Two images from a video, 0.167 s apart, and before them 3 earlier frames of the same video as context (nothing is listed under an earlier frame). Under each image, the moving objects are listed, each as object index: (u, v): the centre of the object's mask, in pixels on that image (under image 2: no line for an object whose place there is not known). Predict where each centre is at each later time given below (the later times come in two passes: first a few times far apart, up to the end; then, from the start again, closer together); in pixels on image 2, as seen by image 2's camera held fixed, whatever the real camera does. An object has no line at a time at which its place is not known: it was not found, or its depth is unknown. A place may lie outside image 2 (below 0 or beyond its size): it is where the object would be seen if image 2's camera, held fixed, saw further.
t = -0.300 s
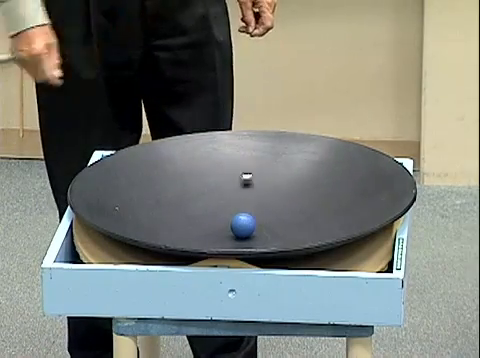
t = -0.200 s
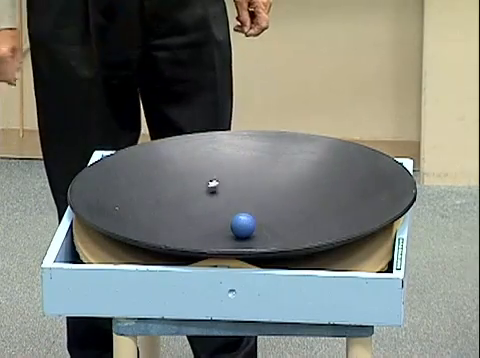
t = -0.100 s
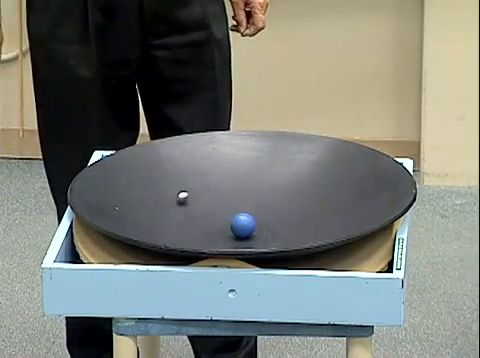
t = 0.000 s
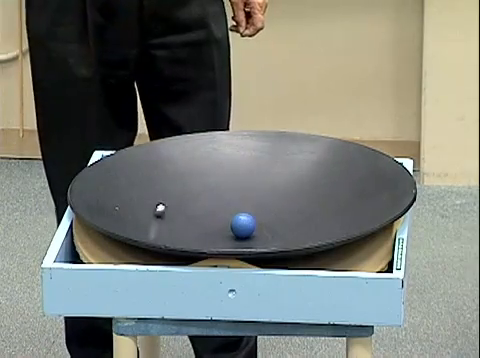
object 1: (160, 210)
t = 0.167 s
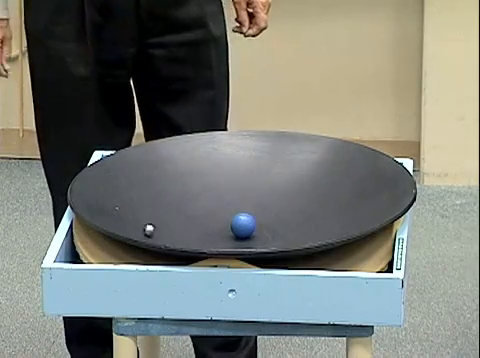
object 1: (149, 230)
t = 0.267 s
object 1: (160, 237)
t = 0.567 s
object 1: (248, 248)
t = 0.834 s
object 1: (319, 231)
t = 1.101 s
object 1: (310, 192)
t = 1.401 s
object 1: (228, 178)
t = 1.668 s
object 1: (163, 208)
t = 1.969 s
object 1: (177, 242)
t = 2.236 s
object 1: (257, 247)
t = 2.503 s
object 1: (320, 233)
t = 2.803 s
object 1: (297, 195)
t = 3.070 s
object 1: (220, 179)
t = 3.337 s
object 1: (161, 204)
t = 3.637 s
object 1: (182, 241)
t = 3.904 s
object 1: (265, 246)
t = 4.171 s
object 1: (325, 232)
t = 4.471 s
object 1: (295, 200)
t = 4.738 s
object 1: (214, 184)
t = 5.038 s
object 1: (153, 206)
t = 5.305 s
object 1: (182, 239)
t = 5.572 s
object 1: (269, 246)
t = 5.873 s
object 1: (331, 227)
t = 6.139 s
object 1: (298, 205)
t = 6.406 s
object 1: (213, 191)
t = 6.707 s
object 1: (149, 207)
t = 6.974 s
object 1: (177, 239)
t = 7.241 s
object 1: (268, 245)
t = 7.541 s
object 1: (334, 225)
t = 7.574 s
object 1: (335, 222)
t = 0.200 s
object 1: (150, 233)
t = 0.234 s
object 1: (154, 235)
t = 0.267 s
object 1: (160, 237)
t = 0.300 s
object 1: (166, 239)
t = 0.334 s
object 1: (174, 241)
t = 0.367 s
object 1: (182, 243)
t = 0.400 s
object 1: (191, 245)
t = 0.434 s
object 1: (202, 245)
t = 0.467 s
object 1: (213, 246)
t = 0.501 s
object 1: (225, 248)
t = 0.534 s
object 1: (237, 248)
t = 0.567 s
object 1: (248, 248)
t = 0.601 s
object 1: (259, 247)
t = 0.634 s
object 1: (270, 246)
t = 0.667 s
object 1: (281, 245)
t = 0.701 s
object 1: (291, 242)
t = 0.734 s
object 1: (300, 240)
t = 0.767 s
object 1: (307, 237)
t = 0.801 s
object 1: (314, 233)
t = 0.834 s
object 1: (319, 231)
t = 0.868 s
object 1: (323, 227)
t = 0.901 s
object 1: (325, 222)
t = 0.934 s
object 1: (326, 217)
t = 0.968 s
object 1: (326, 212)
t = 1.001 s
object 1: (324, 207)
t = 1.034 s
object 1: (321, 202)
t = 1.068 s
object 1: (316, 197)
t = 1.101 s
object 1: (310, 192)
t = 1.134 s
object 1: (303, 189)
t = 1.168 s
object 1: (296, 185)
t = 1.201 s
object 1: (288, 182)
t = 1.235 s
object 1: (278, 180)
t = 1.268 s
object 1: (269, 178)
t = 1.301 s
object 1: (259, 177)
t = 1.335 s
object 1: (249, 177)
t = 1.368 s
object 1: (238, 177)
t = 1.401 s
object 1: (228, 178)
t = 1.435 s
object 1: (218, 180)
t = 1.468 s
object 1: (208, 183)
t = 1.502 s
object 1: (199, 186)
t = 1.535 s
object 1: (190, 189)
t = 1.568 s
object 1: (181, 194)
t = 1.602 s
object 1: (175, 198)
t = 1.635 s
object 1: (168, 203)
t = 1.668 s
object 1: (163, 208)
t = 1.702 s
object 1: (159, 213)
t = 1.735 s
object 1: (157, 217)
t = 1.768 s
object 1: (155, 222)
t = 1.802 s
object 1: (155, 226)
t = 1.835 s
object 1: (157, 230)
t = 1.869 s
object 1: (160, 234)
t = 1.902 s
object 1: (164, 237)
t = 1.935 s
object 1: (170, 239)
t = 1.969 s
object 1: (177, 242)
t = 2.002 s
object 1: (185, 243)
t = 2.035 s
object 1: (194, 245)
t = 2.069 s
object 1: (203, 246)
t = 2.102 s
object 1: (213, 247)
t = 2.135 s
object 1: (225, 248)
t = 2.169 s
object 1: (235, 248)
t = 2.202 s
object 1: (246, 248)
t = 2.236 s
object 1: (257, 247)
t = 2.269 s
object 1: (268, 246)
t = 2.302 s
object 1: (278, 245)
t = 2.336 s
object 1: (287, 244)
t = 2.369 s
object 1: (296, 242)
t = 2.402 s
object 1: (303, 240)
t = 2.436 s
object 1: (309, 237)
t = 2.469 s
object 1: (316, 236)
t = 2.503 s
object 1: (320, 233)
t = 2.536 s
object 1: (322, 229)
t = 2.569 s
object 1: (324, 225)
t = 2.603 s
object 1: (324, 221)
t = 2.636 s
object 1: (322, 217)
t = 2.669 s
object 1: (320, 213)
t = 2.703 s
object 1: (316, 208)
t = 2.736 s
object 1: (310, 203)
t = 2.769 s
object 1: (304, 199)
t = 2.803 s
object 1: (297, 195)
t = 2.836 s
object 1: (288, 191)
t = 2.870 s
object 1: (277, 188)
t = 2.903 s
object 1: (270, 184)
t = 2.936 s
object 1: (260, 183)
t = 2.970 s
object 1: (250, 181)
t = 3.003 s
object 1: (240, 180)
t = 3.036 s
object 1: (229, 179)
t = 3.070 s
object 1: (220, 179)
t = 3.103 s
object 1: (209, 181)
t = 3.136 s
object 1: (201, 182)
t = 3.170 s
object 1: (192, 184)
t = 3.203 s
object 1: (184, 187)
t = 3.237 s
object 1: (176, 190)
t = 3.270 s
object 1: (170, 196)
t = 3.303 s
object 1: (165, 200)
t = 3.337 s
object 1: (161, 204)
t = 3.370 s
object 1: (158, 209)
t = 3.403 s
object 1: (156, 214)
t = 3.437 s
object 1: (156, 219)
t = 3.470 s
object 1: (157, 224)
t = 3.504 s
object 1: (159, 229)
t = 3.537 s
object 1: (163, 232)
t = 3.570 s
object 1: (168, 236)
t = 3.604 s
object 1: (175, 238)
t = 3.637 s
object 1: (182, 241)
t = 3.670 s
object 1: (191, 243)
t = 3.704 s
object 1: (201, 245)
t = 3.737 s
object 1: (211, 247)
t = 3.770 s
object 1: (221, 248)
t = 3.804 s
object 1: (232, 248)
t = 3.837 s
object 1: (244, 248)
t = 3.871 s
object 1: (254, 247)
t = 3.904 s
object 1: (265, 246)
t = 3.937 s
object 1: (276, 246)
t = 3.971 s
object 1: (285, 244)
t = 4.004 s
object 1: (295, 242)
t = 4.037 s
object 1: (303, 240)
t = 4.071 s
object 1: (310, 238)
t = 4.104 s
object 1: (317, 236)
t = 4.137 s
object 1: (321, 234)
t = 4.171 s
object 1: (325, 232)
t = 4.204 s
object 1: (327, 229)
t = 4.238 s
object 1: (327, 226)
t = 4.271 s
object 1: (327, 222)
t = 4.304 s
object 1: (325, 219)
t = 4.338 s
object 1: (321, 215)
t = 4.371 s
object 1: (316, 211)
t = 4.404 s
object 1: (310, 208)
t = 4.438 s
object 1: (303, 204)
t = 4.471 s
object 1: (295, 200)
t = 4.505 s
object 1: (286, 197)
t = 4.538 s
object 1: (277, 194)
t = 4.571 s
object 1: (267, 191)
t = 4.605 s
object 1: (256, 188)
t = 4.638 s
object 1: (246, 187)
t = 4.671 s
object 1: (235, 185)
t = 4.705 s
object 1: (224, 184)
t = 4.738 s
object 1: (214, 184)
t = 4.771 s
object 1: (204, 184)
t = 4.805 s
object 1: (194, 185)
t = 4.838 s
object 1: (185, 187)
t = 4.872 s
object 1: (177, 188)
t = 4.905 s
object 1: (170, 191)
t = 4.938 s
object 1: (164, 194)
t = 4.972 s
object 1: (159, 198)
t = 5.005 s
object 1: (155, 202)
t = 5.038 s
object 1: (153, 206)
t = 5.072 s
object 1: (152, 211)
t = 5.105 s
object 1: (152, 215)
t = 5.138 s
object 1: (154, 220)
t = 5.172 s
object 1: (157, 225)
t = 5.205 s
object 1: (161, 230)
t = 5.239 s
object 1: (167, 234)
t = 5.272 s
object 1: (174, 235)
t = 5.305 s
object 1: (182, 239)
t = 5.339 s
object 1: (191, 242)
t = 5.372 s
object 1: (201, 244)
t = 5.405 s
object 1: (212, 245)
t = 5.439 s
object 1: (223, 247)
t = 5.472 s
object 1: (235, 247)
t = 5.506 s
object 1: (246, 248)
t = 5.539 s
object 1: (258, 247)
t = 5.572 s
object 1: (269, 246)
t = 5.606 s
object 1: (280, 245)
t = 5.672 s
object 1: (299, 241)
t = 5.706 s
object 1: (308, 238)
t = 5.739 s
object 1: (315, 237)
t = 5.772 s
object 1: (321, 234)
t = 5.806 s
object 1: (326, 233)
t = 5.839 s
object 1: (329, 230)
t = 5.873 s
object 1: (331, 227)
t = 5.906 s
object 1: (332, 224)
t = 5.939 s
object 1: (331, 221)
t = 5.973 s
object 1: (329, 219)
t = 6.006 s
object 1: (325, 216)
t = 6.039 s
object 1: (320, 213)
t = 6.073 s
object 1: (314, 210)
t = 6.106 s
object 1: (307, 207)
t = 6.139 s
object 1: (298, 205)
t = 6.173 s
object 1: (289, 202)
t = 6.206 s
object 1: (279, 199)
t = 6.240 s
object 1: (268, 197)
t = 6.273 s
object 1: (257, 196)
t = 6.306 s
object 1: (246, 194)
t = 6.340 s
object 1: (235, 192)
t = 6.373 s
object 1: (224, 192)
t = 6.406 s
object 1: (213, 191)
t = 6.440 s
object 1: (202, 190)
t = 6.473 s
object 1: (192, 191)
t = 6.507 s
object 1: (183, 191)
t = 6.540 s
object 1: (175, 193)
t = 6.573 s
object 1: (167, 195)
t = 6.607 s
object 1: (161, 197)
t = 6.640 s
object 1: (155, 200)
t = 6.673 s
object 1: (151, 203)
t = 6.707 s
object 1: (149, 207)
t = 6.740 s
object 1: (147, 211)
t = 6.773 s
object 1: (147, 214)
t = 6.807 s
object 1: (148, 219)
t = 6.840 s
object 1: (152, 223)
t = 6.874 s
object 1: (156, 228)
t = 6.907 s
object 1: (161, 232)
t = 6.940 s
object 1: (169, 233)
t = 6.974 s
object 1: (177, 239)
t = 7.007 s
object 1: (186, 240)
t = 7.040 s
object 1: (197, 243)
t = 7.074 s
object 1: (208, 245)
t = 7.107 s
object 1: (219, 246)
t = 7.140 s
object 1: (231, 247)
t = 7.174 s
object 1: (243, 247)
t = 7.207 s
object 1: (255, 247)
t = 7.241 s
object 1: (268, 245)
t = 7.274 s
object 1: (279, 244)
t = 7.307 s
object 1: (290, 242)
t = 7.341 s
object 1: (299, 240)
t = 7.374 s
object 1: (308, 237)
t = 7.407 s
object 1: (316, 235)
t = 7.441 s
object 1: (322, 234)
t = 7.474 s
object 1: (328, 231)
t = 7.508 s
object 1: (332, 228)
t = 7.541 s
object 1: (334, 225)
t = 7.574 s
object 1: (335, 222)
